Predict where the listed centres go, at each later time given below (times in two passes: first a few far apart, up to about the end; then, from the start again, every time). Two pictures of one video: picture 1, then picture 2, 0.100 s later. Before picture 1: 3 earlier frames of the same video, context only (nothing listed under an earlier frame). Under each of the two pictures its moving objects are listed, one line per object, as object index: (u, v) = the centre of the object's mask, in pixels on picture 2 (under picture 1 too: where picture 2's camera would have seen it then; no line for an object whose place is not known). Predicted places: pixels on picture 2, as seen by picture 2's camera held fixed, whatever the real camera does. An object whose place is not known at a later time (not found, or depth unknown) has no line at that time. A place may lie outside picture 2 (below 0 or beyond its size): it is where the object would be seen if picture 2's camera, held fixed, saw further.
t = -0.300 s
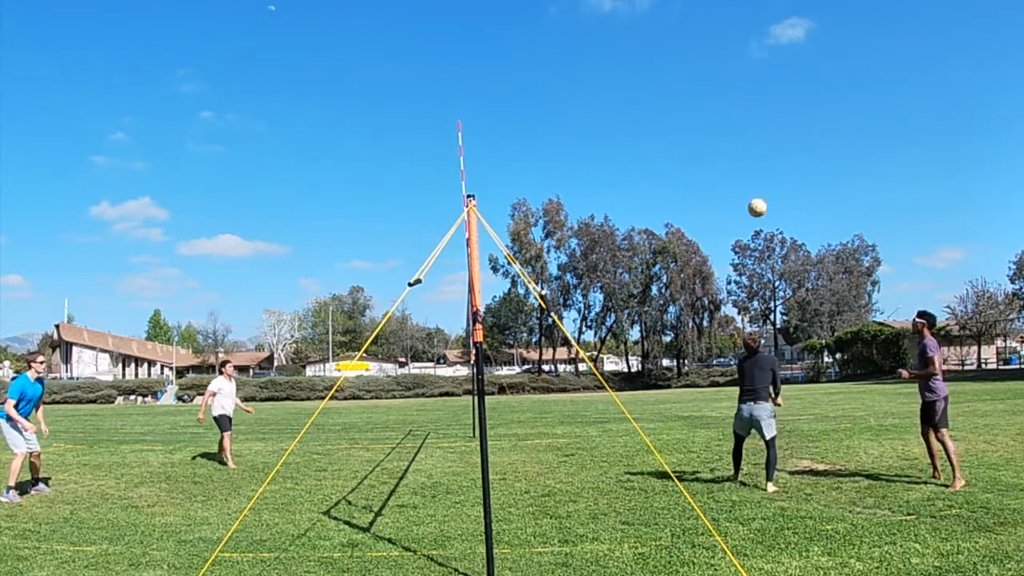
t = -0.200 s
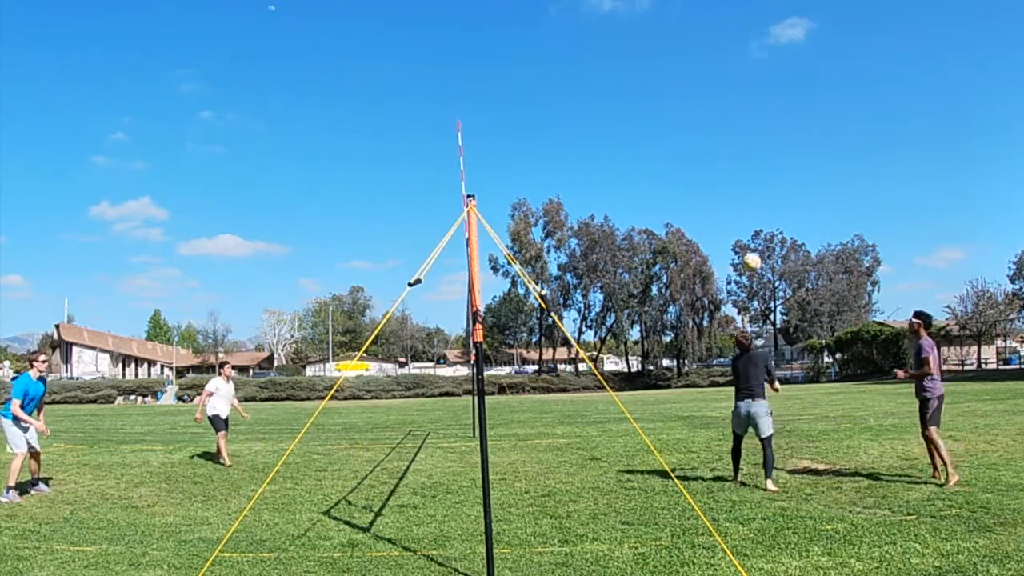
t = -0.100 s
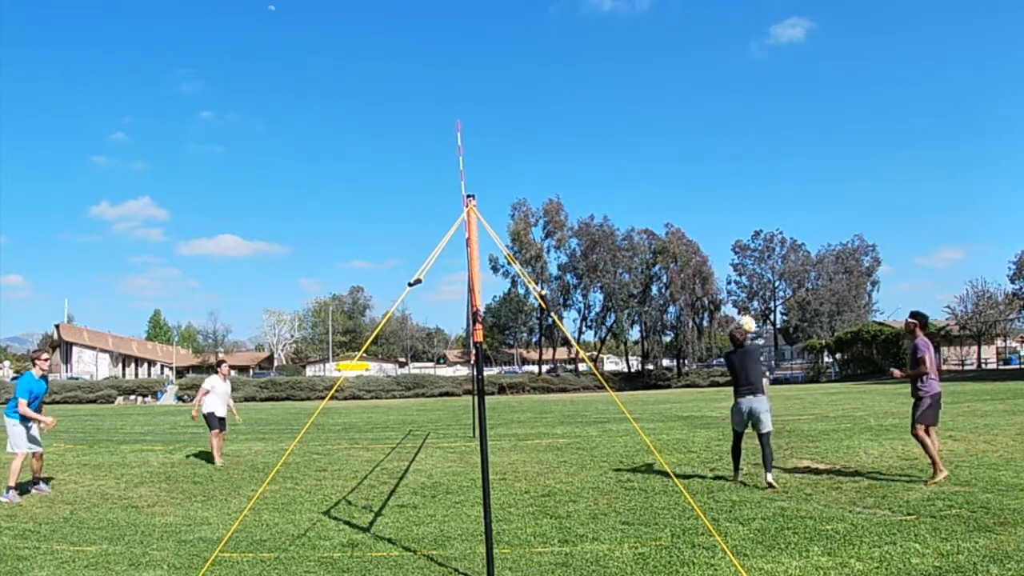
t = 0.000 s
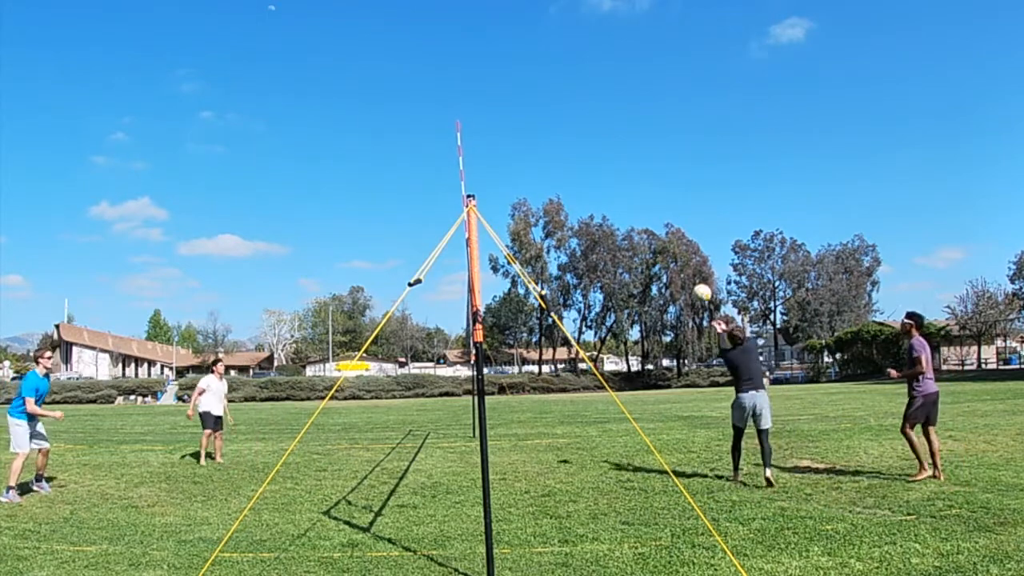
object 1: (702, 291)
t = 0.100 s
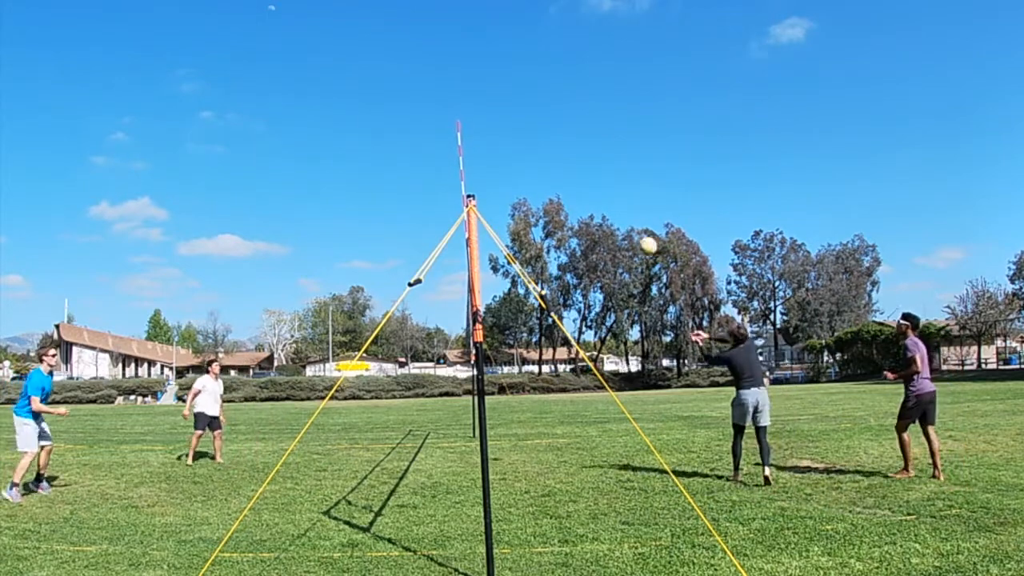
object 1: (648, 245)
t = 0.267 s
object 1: (558, 188)
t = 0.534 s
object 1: (418, 146)
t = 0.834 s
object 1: (269, 169)
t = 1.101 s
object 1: (144, 249)
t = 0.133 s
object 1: (630, 232)
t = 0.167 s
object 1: (611, 219)
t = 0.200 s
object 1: (593, 209)
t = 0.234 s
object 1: (575, 198)
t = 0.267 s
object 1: (558, 188)
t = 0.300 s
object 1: (540, 179)
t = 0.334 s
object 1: (522, 172)
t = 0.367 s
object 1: (504, 165)
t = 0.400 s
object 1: (486, 160)
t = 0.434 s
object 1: (470, 155)
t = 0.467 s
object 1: (452, 151)
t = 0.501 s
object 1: (435, 148)
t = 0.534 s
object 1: (418, 146)
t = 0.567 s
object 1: (400, 145)
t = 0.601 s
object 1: (384, 144)
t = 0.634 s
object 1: (367, 145)
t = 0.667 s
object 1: (350, 147)
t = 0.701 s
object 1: (333, 150)
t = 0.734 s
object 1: (317, 153)
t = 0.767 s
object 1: (301, 158)
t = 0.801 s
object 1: (285, 163)
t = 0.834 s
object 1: (269, 169)
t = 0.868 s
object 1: (253, 176)
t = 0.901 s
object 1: (237, 183)
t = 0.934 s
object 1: (221, 192)
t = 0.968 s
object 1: (205, 202)
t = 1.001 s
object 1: (190, 213)
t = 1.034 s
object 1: (175, 224)
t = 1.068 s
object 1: (160, 236)
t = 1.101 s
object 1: (144, 249)
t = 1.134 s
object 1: (130, 262)
